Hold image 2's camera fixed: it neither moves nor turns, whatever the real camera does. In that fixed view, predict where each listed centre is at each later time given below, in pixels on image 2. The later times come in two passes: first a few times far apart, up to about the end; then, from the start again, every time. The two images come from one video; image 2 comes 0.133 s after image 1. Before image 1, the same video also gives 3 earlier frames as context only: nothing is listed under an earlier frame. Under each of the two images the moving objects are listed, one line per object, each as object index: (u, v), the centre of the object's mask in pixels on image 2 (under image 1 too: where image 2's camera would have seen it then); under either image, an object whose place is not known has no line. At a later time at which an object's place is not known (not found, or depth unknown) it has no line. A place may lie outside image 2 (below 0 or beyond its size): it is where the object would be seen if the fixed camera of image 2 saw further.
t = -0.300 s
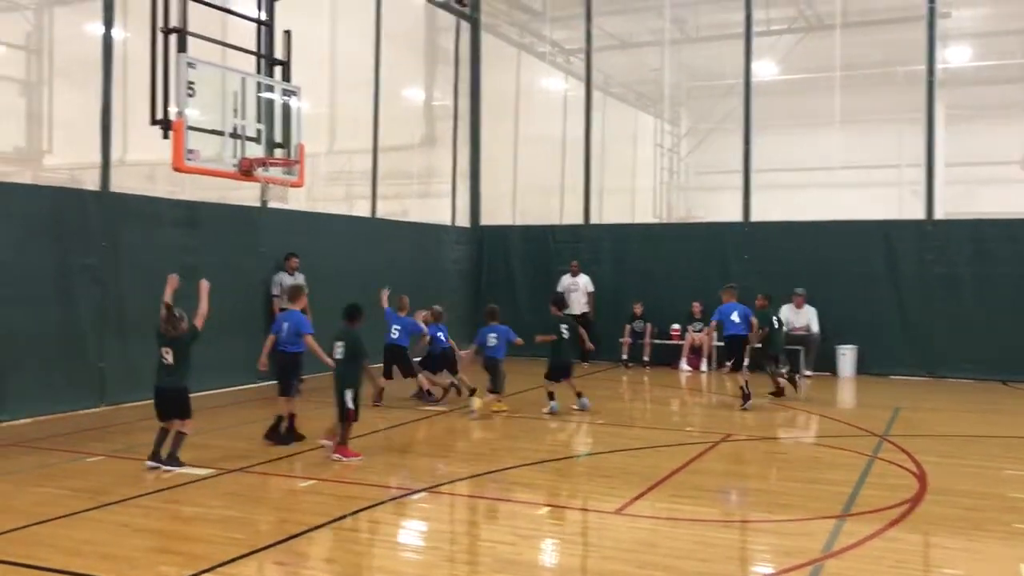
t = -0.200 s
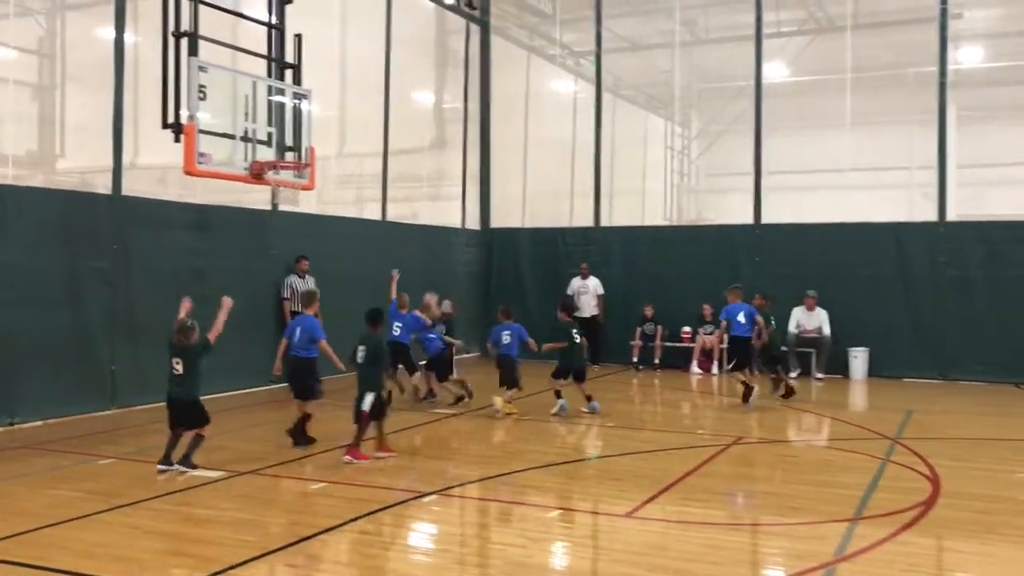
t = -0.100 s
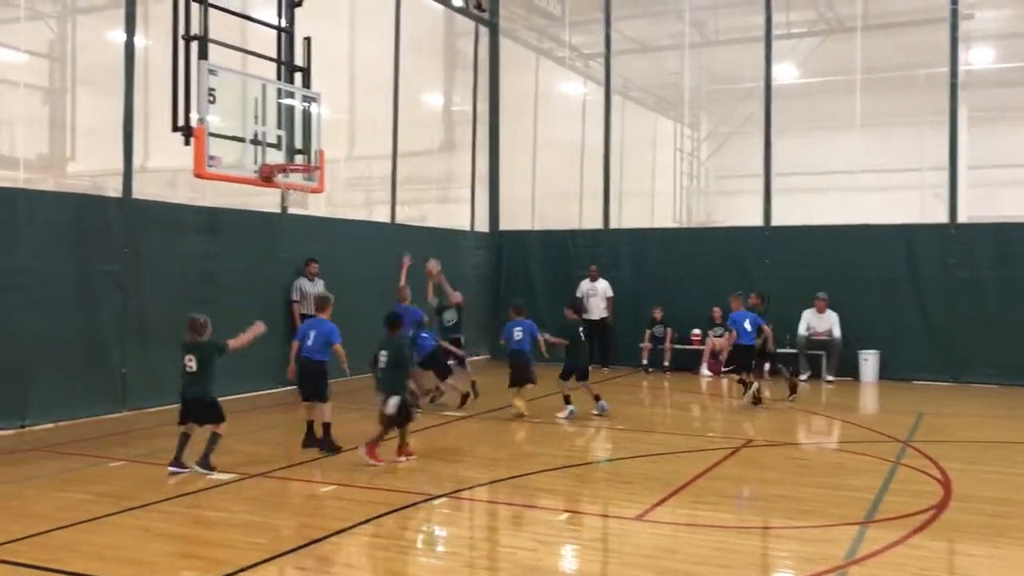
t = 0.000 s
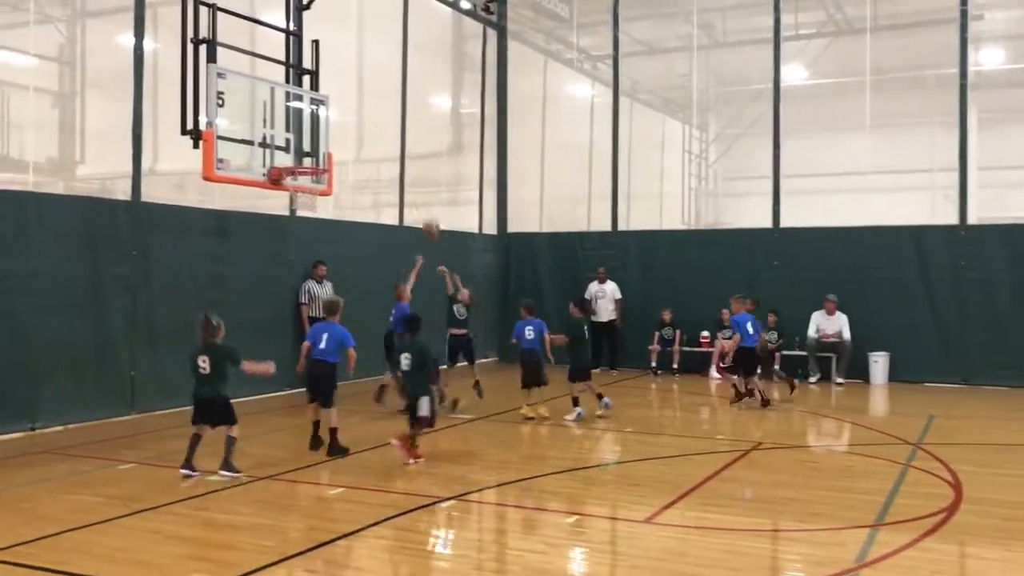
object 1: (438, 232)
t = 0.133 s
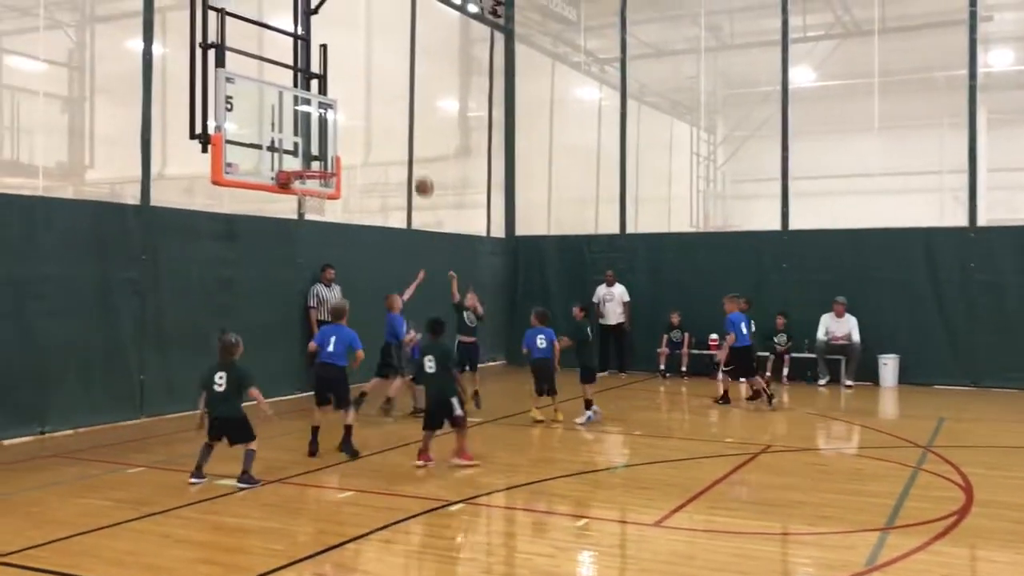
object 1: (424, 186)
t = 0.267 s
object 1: (409, 152)
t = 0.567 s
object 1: (372, 124)
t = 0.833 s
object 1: (335, 163)
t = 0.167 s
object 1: (418, 177)
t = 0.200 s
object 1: (416, 168)
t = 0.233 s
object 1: (413, 159)
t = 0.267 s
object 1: (409, 152)
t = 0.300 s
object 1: (404, 145)
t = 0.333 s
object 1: (400, 140)
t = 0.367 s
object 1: (397, 134)
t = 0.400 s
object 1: (393, 131)
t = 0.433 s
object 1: (389, 127)
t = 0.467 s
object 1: (384, 125)
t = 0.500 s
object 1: (380, 124)
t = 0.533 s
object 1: (376, 123)
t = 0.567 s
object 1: (372, 124)
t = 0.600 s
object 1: (367, 126)
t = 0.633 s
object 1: (363, 129)
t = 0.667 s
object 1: (359, 132)
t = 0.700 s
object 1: (354, 137)
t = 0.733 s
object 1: (349, 143)
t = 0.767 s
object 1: (345, 149)
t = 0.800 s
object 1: (339, 157)
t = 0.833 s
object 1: (335, 163)
